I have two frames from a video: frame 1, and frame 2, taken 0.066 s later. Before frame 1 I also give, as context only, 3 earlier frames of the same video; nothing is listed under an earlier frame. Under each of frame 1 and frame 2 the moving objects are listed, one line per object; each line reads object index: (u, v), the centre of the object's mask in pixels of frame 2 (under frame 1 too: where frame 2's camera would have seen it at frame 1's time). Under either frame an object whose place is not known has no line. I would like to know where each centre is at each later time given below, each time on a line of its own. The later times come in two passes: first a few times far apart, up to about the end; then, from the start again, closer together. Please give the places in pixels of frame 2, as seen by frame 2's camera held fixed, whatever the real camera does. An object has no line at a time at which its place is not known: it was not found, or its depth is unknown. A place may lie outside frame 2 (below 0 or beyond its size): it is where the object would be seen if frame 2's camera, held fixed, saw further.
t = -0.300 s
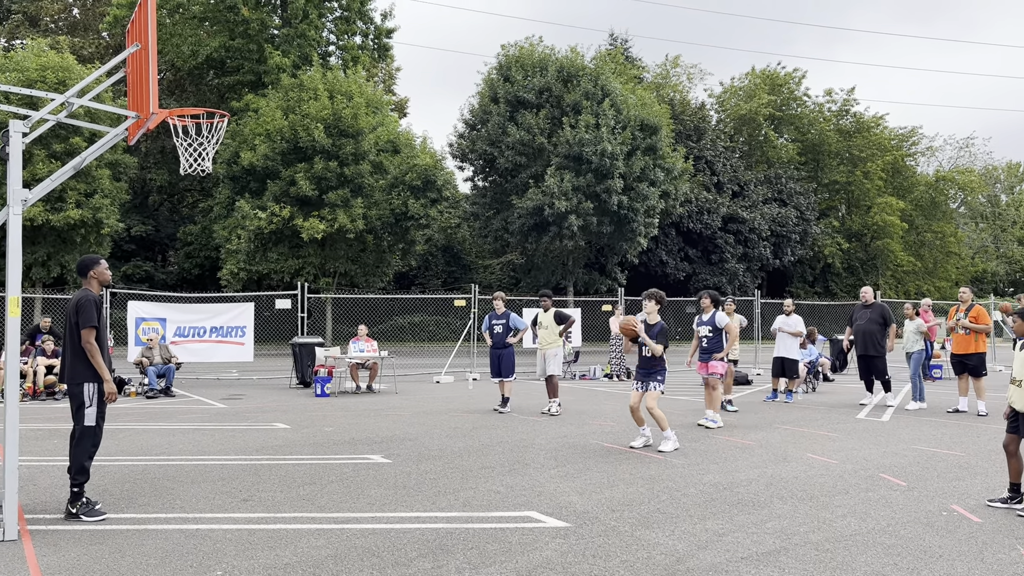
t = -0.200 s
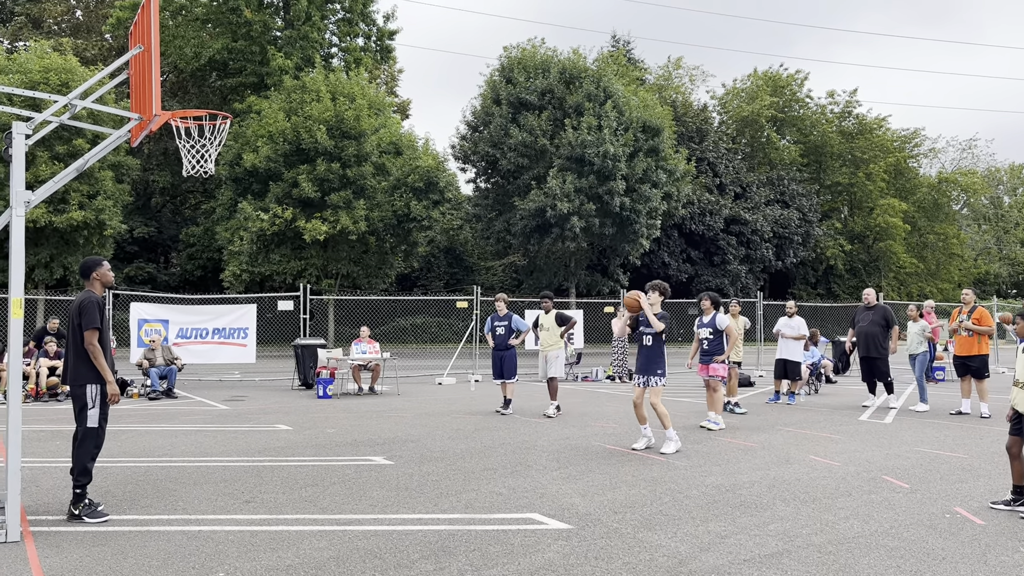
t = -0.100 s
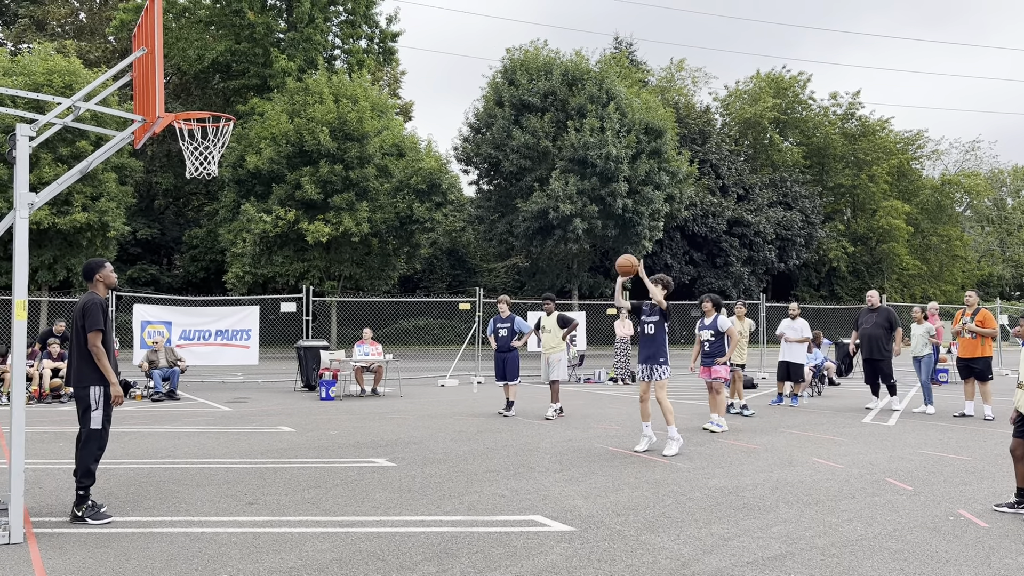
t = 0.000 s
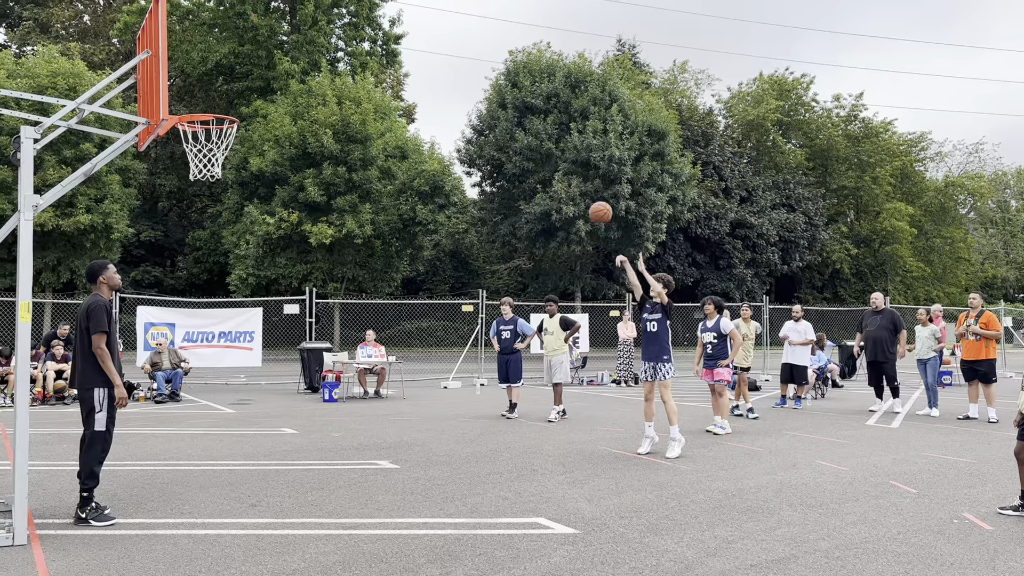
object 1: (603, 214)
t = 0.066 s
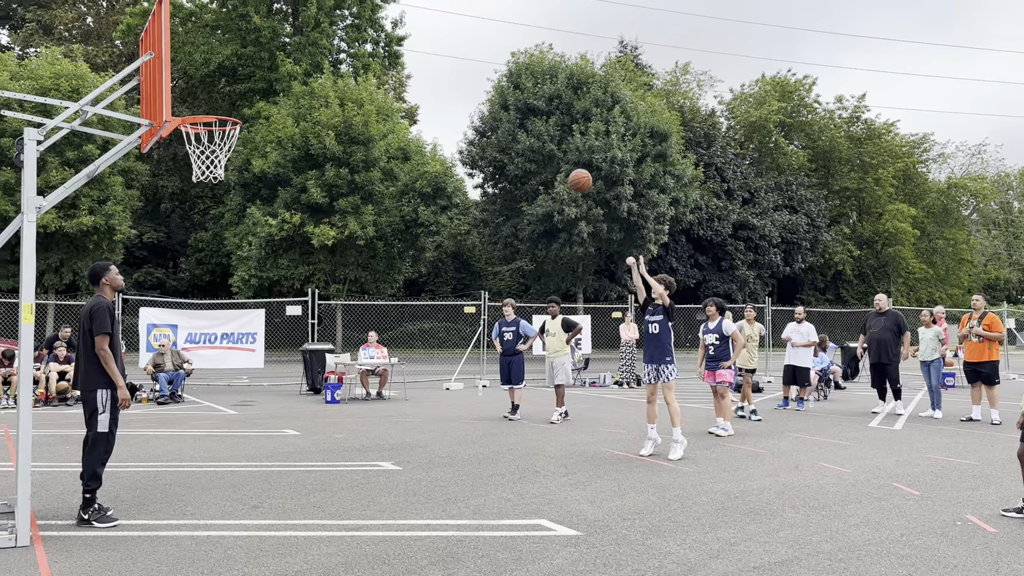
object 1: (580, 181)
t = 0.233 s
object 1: (521, 110)
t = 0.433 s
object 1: (444, 56)
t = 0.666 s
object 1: (346, 41)
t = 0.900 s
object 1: (234, 87)
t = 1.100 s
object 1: (213, 142)
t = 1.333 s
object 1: (170, 187)
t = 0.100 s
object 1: (568, 165)
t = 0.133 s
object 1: (557, 151)
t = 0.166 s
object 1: (545, 136)
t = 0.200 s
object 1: (533, 122)
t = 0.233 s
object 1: (521, 110)
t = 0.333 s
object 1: (483, 79)
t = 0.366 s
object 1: (470, 71)
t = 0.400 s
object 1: (457, 63)
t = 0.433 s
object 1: (444, 56)
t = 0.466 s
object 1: (430, 51)
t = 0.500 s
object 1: (417, 46)
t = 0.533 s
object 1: (403, 43)
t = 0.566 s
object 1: (389, 41)
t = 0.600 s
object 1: (375, 40)
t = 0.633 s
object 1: (361, 40)
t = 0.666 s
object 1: (346, 41)
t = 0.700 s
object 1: (331, 44)
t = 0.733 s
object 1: (315, 48)
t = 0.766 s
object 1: (300, 53)
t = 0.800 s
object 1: (284, 60)
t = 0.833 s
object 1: (267, 67)
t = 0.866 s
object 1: (251, 77)
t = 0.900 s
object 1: (234, 87)
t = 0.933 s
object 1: (217, 100)
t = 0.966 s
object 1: (200, 109)
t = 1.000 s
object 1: (205, 123)
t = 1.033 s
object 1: (223, 131)
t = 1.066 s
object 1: (223, 135)
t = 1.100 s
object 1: (213, 142)
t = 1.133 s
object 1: (205, 153)
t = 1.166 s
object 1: (197, 161)
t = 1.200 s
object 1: (191, 164)
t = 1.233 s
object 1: (185, 169)
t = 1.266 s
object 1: (181, 173)
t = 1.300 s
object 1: (174, 179)
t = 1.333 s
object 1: (170, 187)
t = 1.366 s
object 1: (165, 197)
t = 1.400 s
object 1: (160, 208)
